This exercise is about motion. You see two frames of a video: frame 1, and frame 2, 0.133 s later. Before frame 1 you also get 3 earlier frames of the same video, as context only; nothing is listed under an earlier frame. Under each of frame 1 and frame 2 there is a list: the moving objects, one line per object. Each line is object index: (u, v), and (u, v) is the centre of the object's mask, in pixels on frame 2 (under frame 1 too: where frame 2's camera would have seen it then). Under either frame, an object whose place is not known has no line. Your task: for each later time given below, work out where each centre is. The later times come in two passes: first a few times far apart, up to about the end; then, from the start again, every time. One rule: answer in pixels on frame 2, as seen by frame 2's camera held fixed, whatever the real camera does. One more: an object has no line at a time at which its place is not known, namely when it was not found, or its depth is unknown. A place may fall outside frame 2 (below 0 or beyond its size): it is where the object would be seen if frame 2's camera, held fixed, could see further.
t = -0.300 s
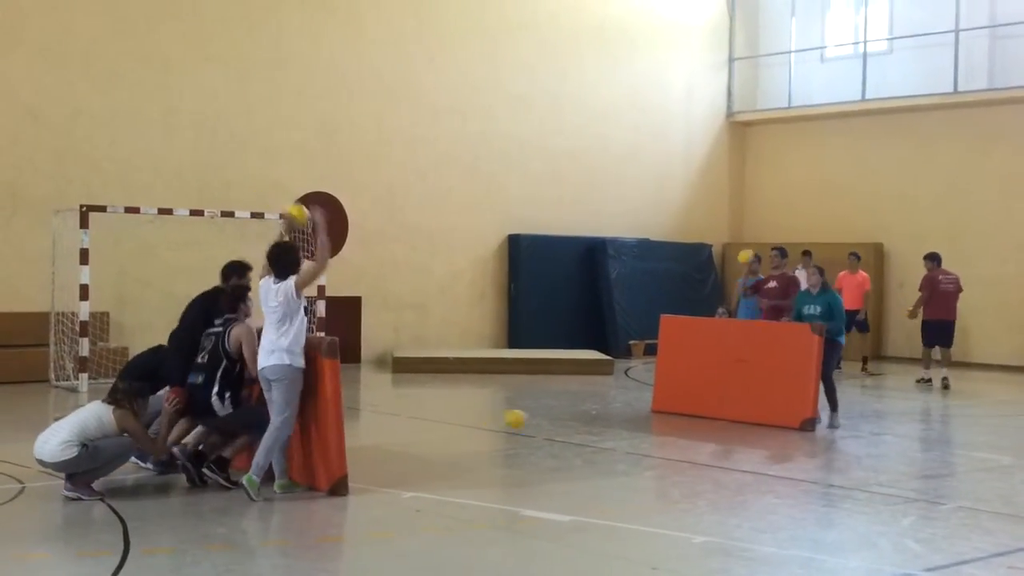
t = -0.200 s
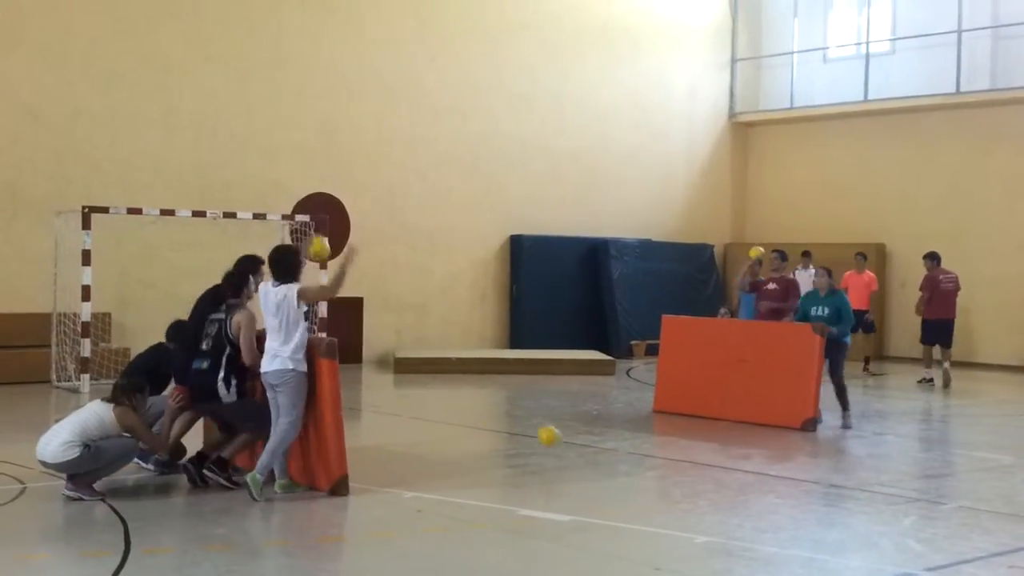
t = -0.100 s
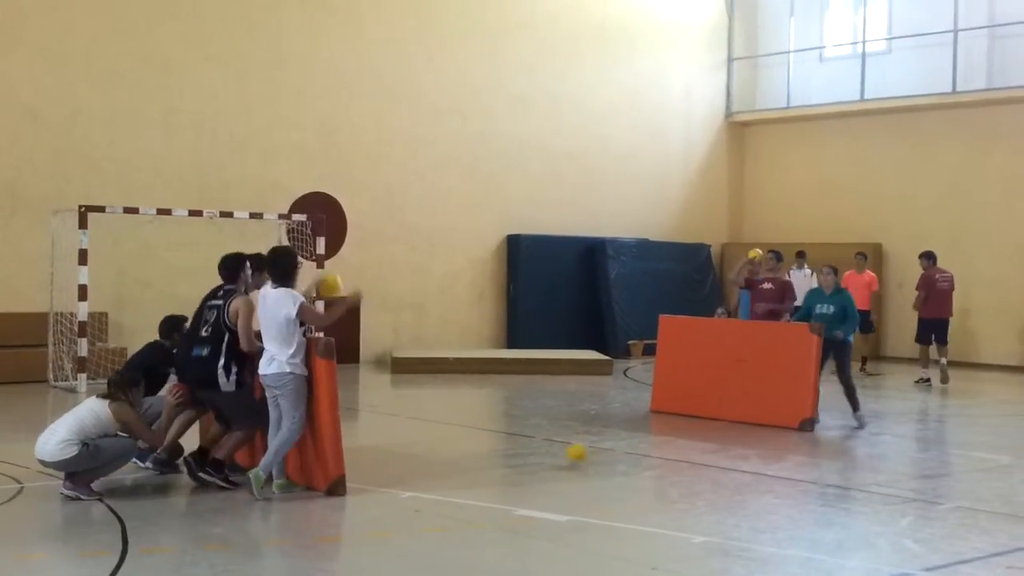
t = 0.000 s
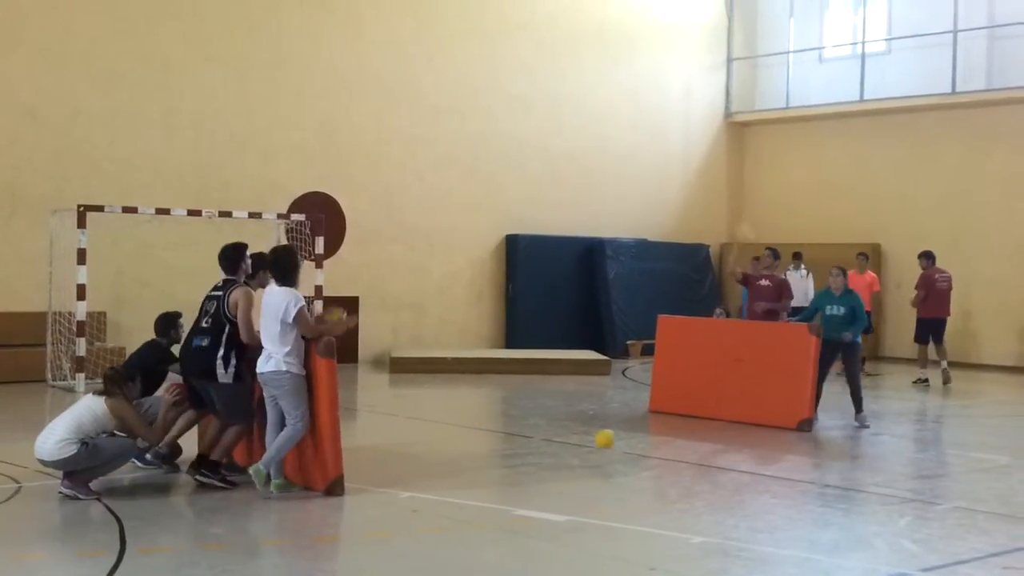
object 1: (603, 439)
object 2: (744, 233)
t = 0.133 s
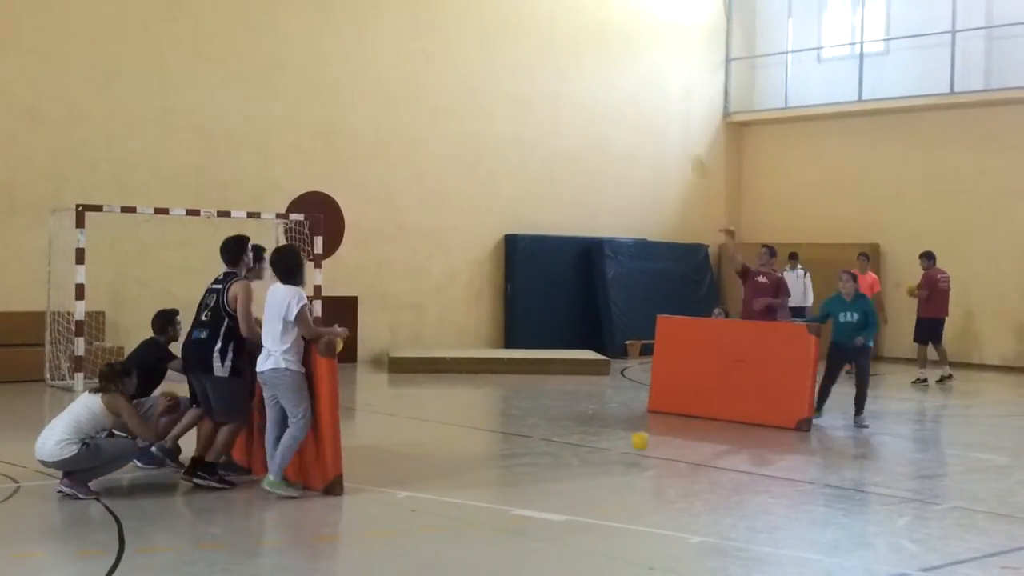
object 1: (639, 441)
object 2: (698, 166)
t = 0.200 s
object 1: (657, 450)
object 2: (676, 135)
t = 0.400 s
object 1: (705, 444)
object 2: (609, 69)
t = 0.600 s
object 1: (748, 445)
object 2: (540, 43)
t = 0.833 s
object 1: (793, 443)
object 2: (456, 67)
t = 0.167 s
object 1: (649, 444)
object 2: (688, 149)
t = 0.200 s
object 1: (657, 450)
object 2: (676, 135)
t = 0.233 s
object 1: (665, 446)
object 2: (664, 121)
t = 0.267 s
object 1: (673, 443)
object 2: (653, 108)
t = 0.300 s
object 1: (681, 442)
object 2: (642, 97)
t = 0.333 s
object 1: (689, 441)
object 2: (632, 86)
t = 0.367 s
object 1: (697, 442)
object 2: (620, 77)
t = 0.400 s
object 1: (705, 444)
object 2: (609, 69)
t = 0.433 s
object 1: (712, 447)
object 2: (597, 62)
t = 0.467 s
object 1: (721, 444)
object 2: (586, 55)
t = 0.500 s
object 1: (727, 443)
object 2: (574, 50)
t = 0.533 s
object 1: (733, 443)
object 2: (563, 47)
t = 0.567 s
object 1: (741, 444)
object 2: (551, 44)
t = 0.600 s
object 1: (748, 445)
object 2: (540, 43)
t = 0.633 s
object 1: (754, 444)
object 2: (529, 42)
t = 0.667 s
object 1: (761, 443)
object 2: (517, 43)
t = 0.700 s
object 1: (768, 444)
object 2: (505, 45)
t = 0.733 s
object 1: (775, 443)
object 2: (493, 49)
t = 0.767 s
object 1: (781, 443)
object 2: (481, 53)
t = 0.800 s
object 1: (787, 443)
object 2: (468, 60)
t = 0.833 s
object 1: (793, 443)
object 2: (456, 67)
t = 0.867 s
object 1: (799, 442)
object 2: (444, 77)
